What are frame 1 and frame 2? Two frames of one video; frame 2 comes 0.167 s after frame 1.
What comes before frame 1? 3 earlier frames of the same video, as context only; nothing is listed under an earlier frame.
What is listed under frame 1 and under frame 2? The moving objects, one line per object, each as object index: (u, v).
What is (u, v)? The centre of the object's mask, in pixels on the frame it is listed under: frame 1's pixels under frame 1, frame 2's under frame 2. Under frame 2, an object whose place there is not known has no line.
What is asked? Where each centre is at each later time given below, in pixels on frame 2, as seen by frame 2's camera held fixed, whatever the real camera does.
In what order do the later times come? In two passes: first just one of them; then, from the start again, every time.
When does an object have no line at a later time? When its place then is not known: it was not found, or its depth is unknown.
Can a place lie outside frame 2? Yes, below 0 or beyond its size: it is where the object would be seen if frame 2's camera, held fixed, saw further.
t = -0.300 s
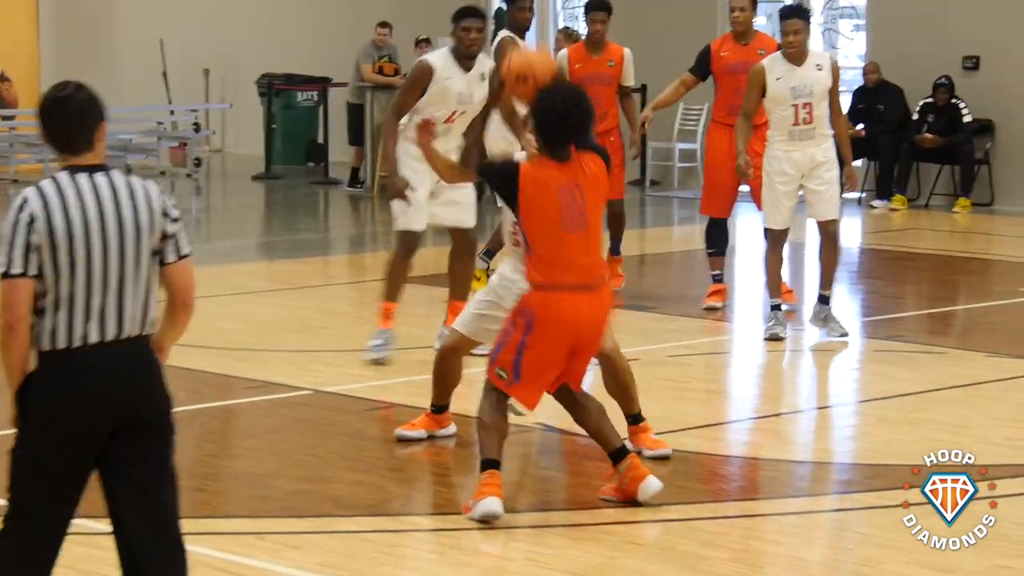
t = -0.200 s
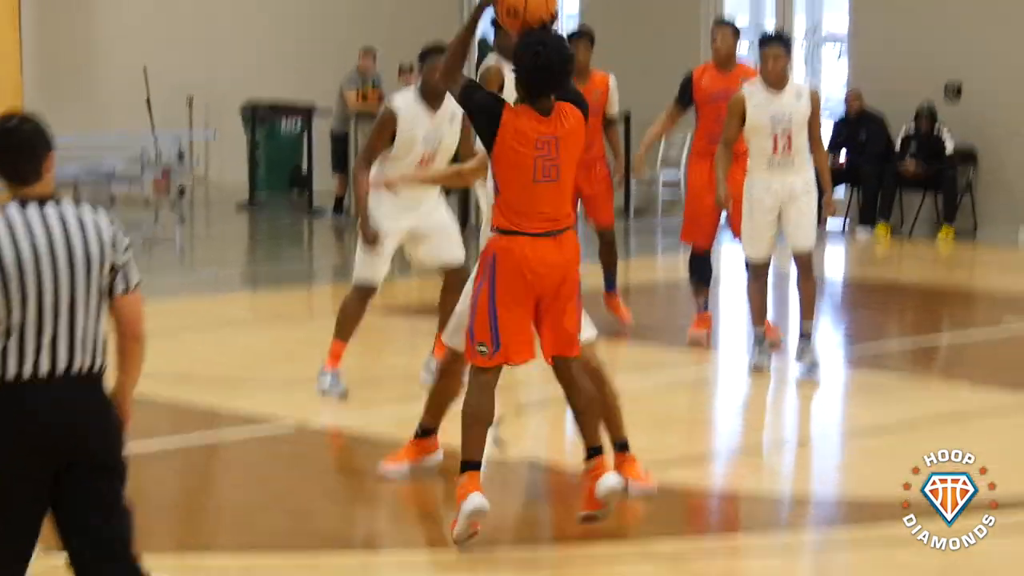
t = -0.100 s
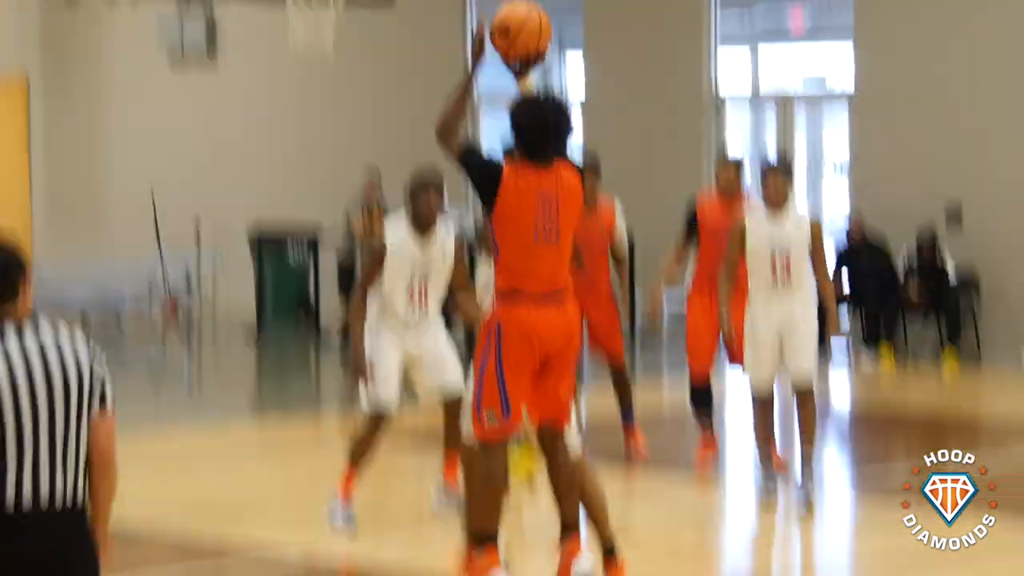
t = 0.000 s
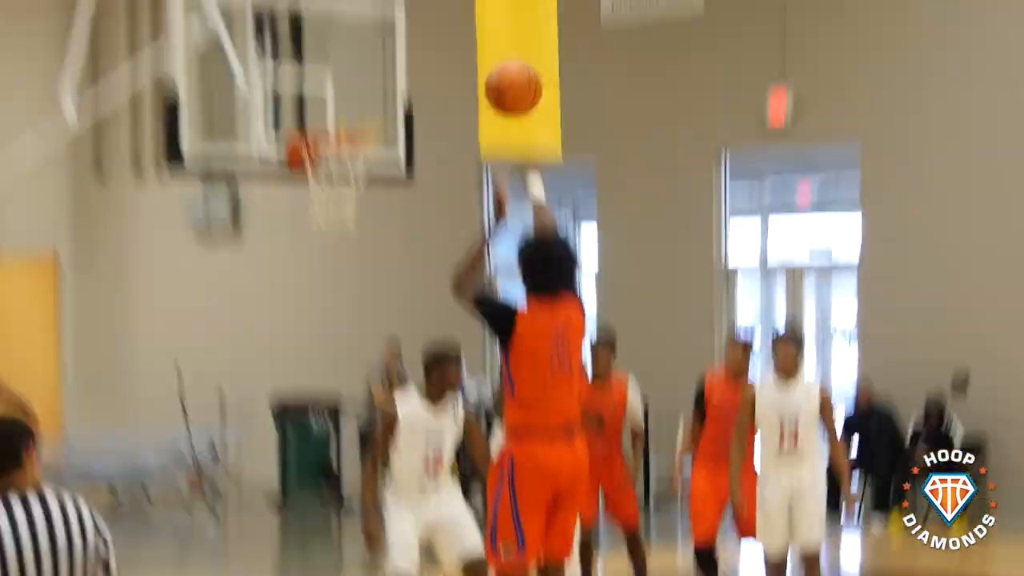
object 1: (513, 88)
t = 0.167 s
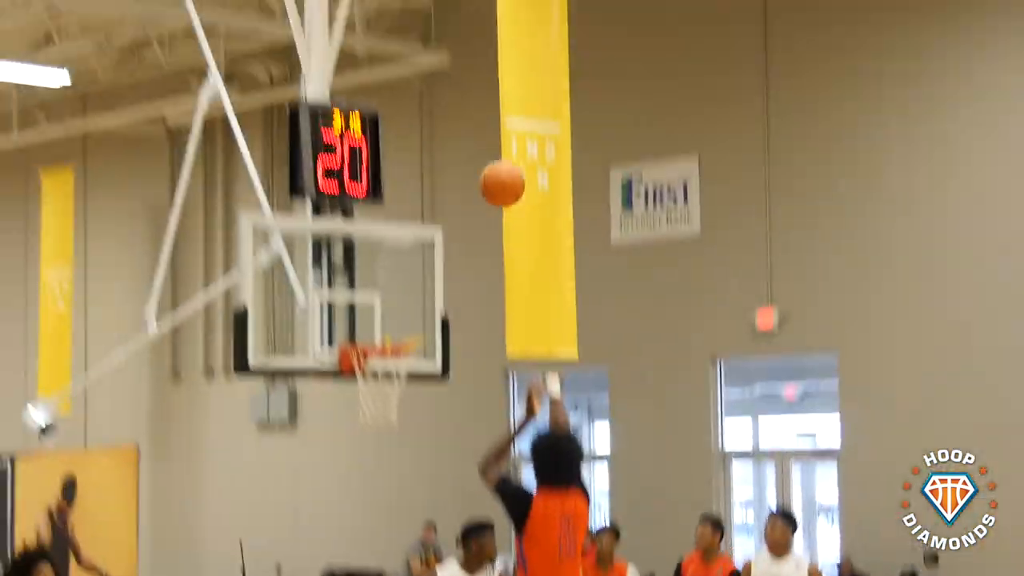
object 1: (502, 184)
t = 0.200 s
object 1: (496, 167)
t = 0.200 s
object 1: (496, 167)
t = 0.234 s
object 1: (490, 154)
